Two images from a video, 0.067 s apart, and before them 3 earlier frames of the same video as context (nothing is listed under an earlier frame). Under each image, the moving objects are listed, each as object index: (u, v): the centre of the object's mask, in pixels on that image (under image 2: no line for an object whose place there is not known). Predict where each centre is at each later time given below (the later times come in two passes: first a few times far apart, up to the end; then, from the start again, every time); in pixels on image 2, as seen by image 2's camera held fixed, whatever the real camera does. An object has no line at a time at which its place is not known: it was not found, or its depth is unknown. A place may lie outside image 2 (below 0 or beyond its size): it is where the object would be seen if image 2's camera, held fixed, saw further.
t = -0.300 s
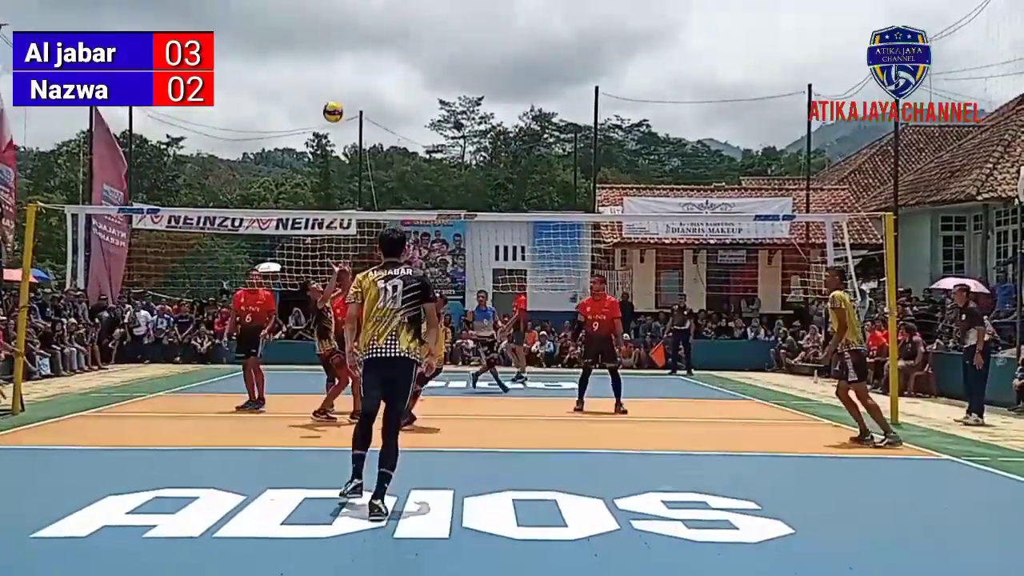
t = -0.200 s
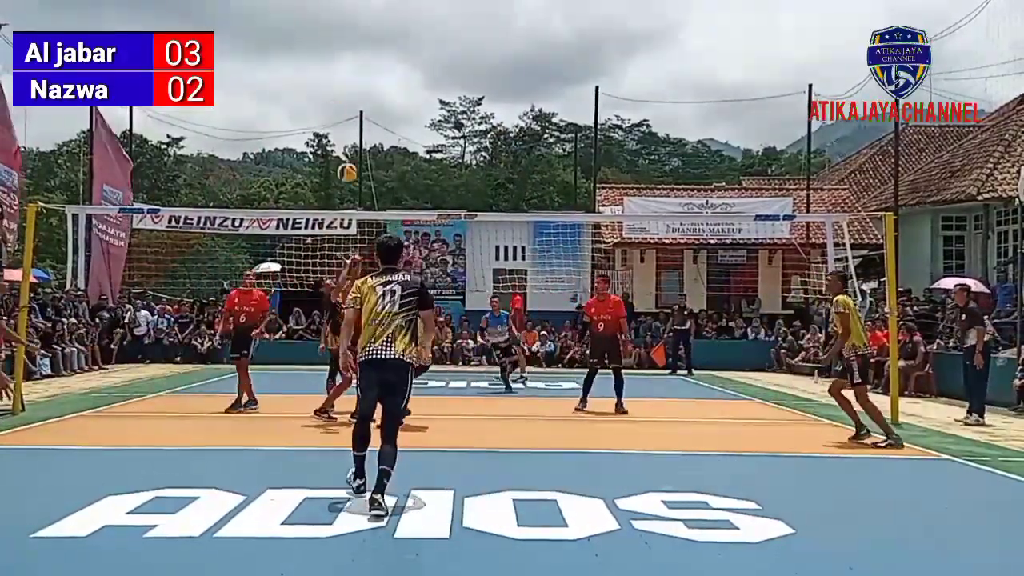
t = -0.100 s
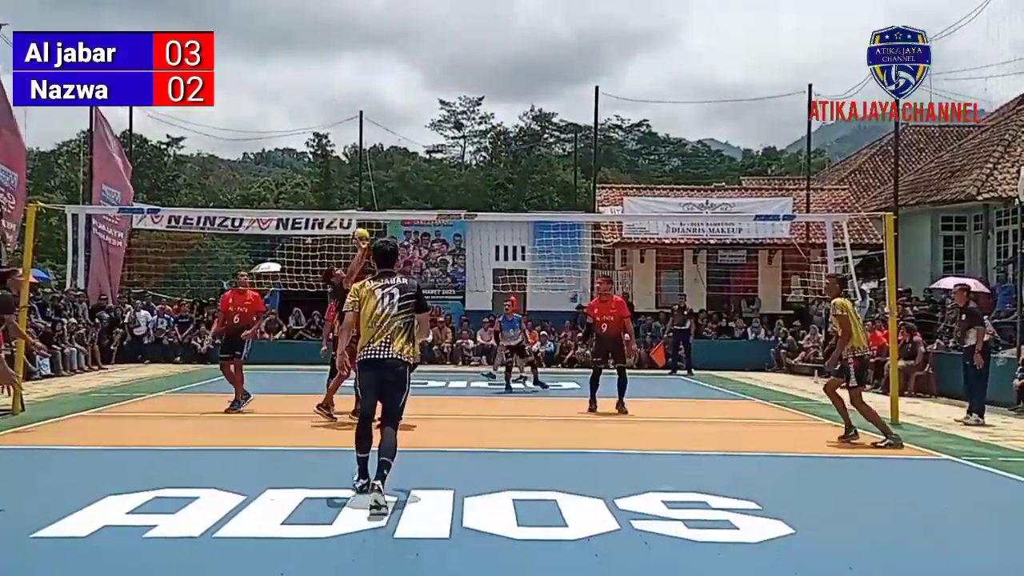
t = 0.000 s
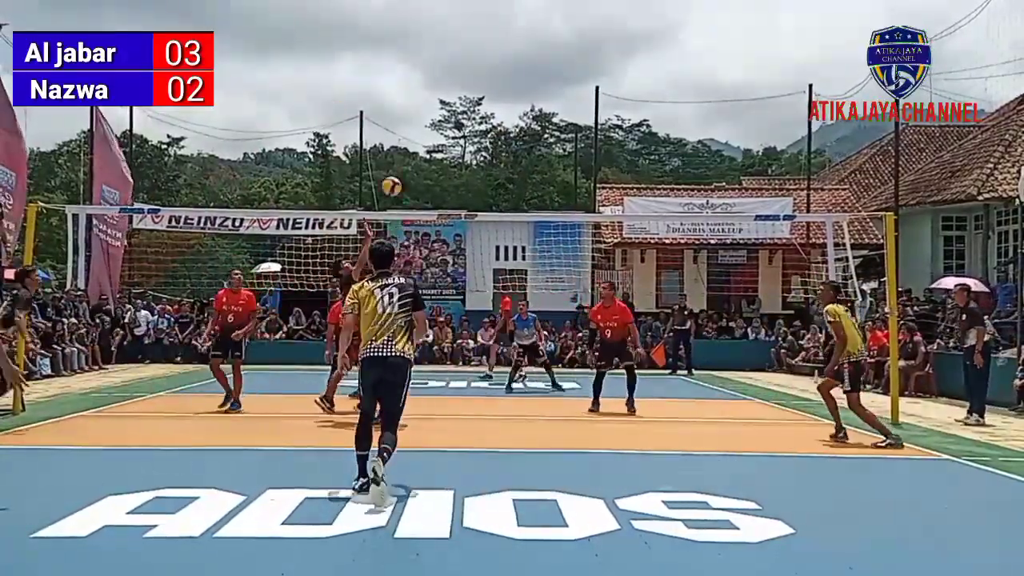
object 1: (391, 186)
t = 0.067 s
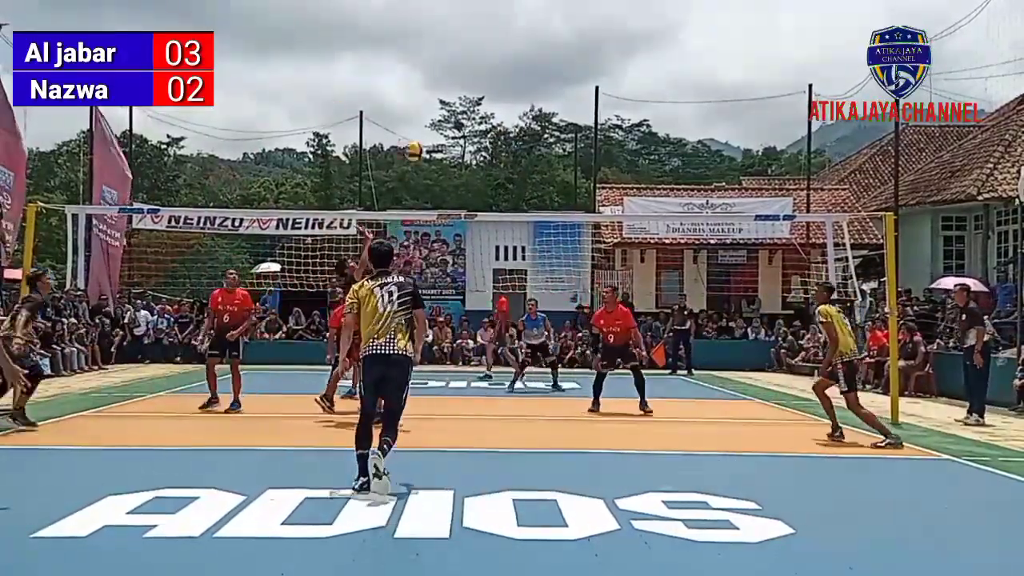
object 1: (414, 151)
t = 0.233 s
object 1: (471, 80)
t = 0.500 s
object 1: (561, 15)
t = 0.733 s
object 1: (640, 9)
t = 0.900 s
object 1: (694, 36)
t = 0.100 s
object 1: (426, 134)
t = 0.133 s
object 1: (437, 119)
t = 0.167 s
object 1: (447, 106)
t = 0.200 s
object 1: (459, 92)
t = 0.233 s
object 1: (471, 80)
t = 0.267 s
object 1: (482, 69)
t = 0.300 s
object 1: (493, 58)
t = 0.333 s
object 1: (505, 48)
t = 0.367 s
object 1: (516, 40)
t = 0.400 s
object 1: (527, 32)
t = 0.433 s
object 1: (538, 25)
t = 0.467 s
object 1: (550, 20)
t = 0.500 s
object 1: (561, 15)
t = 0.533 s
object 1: (572, 12)
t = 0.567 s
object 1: (583, 9)
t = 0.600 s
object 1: (594, 8)
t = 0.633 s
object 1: (606, 7)
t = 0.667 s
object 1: (617, 7)
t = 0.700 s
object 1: (629, 8)
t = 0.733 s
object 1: (640, 9)
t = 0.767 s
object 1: (651, 12)
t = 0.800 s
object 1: (662, 17)
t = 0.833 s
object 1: (673, 22)
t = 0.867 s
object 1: (684, 28)
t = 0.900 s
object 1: (694, 36)
